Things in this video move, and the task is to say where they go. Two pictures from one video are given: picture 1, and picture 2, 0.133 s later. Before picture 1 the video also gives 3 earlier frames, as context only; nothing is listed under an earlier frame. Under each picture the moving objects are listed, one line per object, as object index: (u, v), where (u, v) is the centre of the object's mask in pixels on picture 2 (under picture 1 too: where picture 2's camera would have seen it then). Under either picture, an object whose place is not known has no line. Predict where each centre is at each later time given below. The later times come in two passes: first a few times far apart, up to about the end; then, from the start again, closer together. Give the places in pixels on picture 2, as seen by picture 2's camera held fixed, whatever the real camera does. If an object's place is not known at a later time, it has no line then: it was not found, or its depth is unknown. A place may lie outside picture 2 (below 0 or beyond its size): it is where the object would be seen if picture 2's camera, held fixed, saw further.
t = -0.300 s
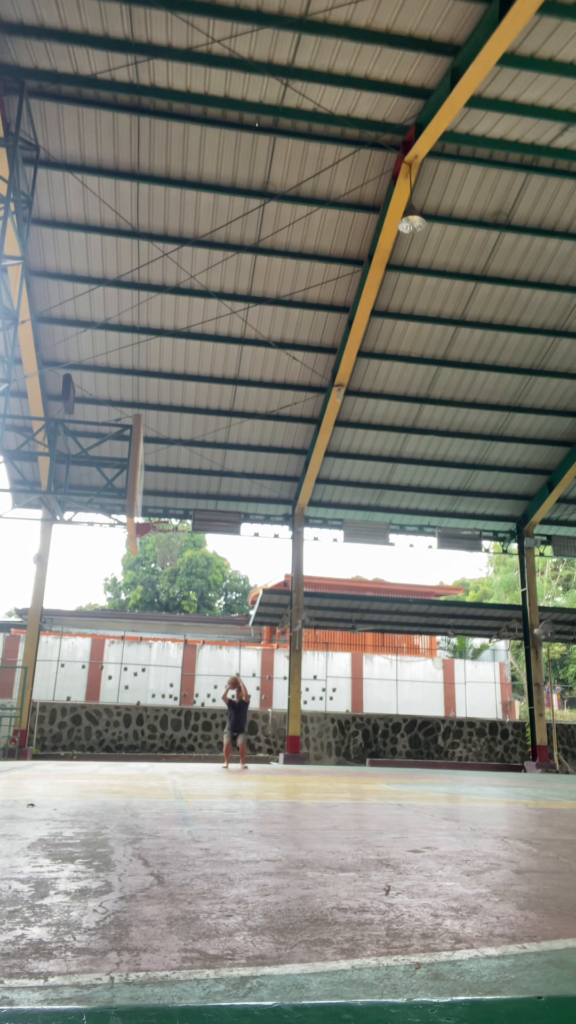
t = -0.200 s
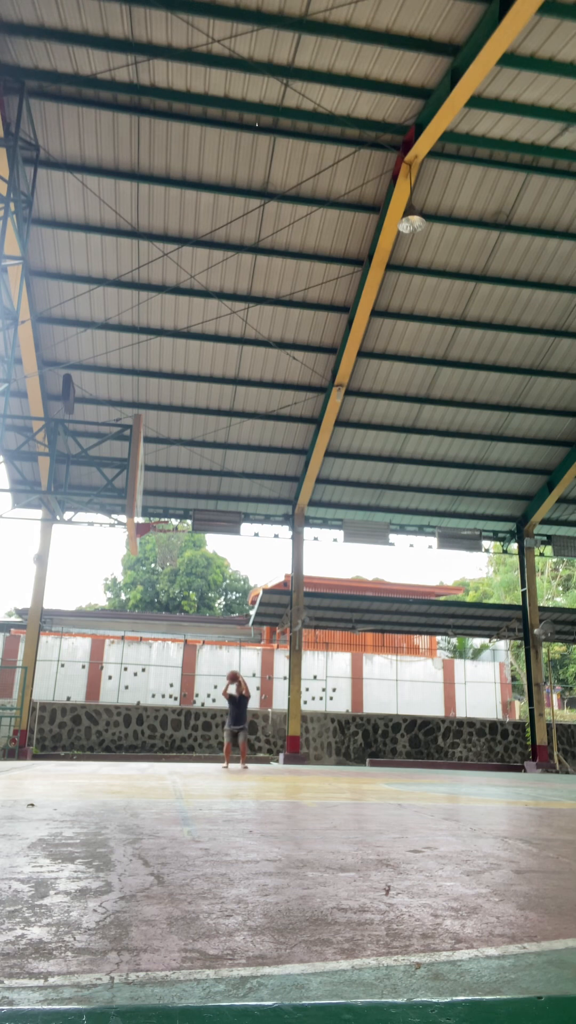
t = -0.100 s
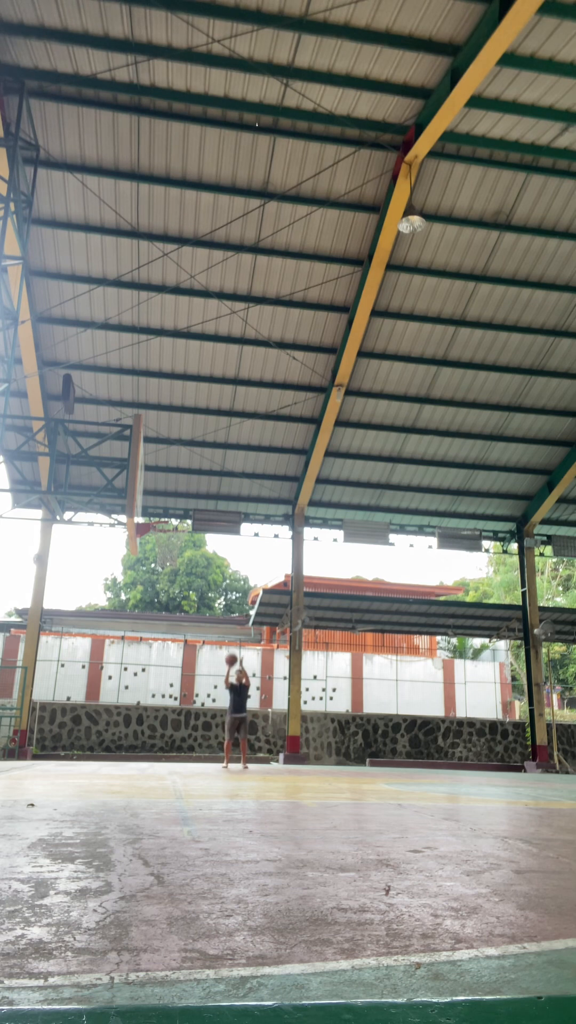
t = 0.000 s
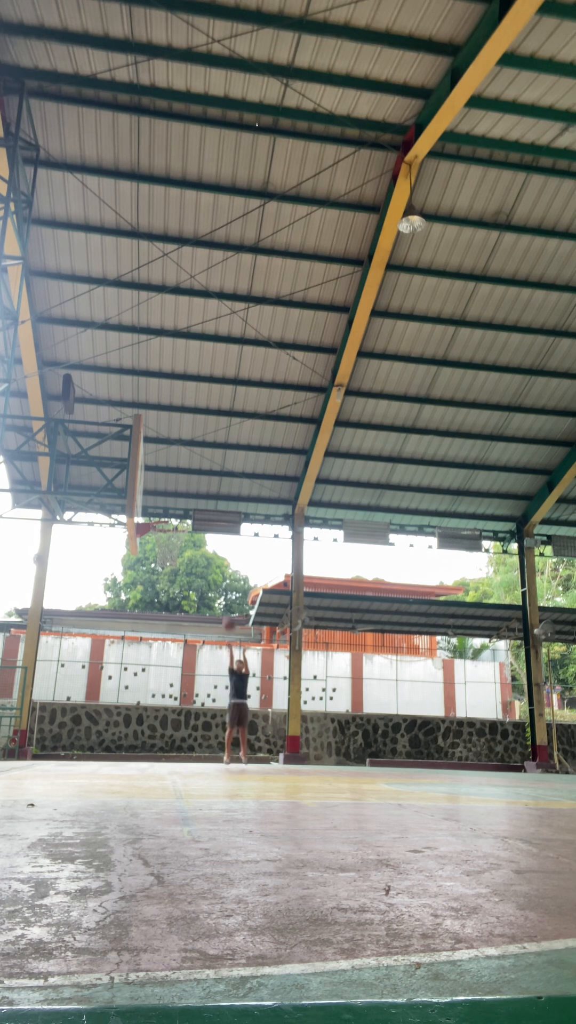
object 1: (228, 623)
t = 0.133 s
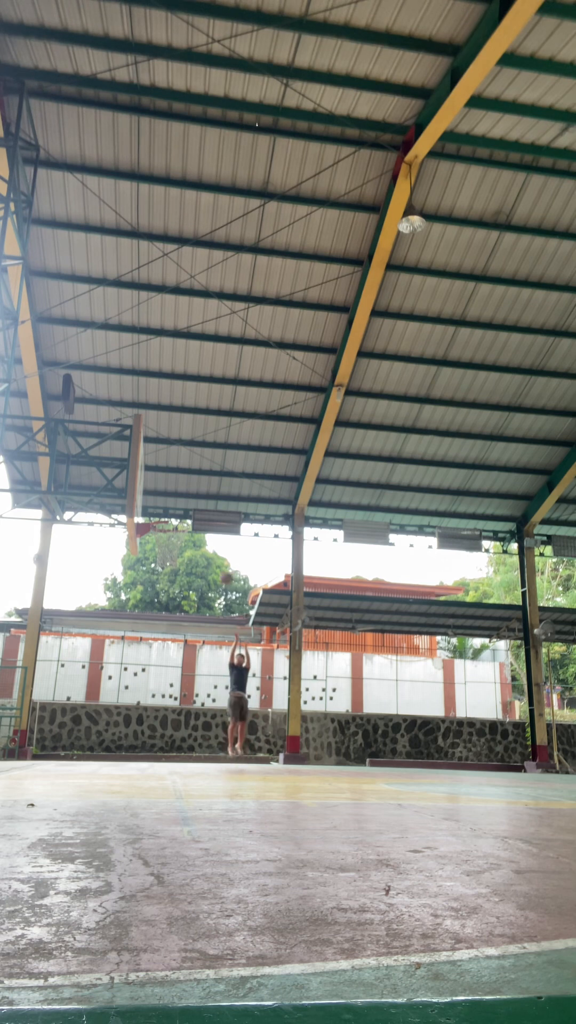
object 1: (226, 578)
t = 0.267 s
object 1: (222, 540)
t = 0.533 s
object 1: (213, 490)
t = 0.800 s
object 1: (199, 476)
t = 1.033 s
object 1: (183, 503)
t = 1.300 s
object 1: (170, 544)
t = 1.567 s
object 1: (181, 566)
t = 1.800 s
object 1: (183, 622)
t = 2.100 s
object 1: (181, 772)
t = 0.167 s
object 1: (225, 568)
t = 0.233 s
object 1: (223, 549)
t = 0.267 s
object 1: (222, 540)
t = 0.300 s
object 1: (221, 530)
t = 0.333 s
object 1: (219, 524)
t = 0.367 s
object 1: (219, 517)
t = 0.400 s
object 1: (218, 510)
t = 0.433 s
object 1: (217, 504)
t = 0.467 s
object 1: (215, 499)
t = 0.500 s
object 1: (214, 494)
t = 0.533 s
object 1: (213, 490)
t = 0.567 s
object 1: (212, 486)
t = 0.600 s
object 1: (210, 482)
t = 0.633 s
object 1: (209, 479)
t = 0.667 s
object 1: (207, 478)
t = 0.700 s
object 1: (205, 476)
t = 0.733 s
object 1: (203, 476)
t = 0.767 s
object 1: (202, 476)
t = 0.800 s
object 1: (199, 476)
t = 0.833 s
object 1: (198, 478)
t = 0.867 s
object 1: (196, 479)
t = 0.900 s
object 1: (194, 482)
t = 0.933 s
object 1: (191, 487)
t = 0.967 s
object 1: (189, 491)
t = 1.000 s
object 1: (186, 497)
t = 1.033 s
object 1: (183, 503)
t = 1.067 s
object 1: (180, 511)
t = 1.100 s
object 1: (177, 519)
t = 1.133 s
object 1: (165, 524)
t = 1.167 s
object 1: (161, 528)
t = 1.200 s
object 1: (162, 532)
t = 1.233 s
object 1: (164, 538)
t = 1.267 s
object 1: (166, 541)
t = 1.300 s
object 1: (170, 544)
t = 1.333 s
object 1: (172, 547)
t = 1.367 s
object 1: (174, 549)
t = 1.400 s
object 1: (176, 551)
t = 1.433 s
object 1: (178, 553)
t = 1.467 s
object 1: (179, 555)
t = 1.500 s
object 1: (180, 558)
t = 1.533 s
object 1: (180, 562)
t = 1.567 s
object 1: (181, 566)
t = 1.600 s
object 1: (181, 571)
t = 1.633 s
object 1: (182, 578)
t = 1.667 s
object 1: (182, 584)
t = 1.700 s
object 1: (182, 593)
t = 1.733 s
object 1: (182, 602)
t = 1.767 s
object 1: (182, 611)
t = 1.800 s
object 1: (183, 622)
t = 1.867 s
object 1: (183, 648)
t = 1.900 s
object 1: (183, 663)
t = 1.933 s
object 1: (183, 678)
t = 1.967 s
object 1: (183, 696)
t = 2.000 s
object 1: (181, 717)
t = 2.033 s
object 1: (181, 735)
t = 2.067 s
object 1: (181, 752)
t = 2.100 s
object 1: (181, 772)
